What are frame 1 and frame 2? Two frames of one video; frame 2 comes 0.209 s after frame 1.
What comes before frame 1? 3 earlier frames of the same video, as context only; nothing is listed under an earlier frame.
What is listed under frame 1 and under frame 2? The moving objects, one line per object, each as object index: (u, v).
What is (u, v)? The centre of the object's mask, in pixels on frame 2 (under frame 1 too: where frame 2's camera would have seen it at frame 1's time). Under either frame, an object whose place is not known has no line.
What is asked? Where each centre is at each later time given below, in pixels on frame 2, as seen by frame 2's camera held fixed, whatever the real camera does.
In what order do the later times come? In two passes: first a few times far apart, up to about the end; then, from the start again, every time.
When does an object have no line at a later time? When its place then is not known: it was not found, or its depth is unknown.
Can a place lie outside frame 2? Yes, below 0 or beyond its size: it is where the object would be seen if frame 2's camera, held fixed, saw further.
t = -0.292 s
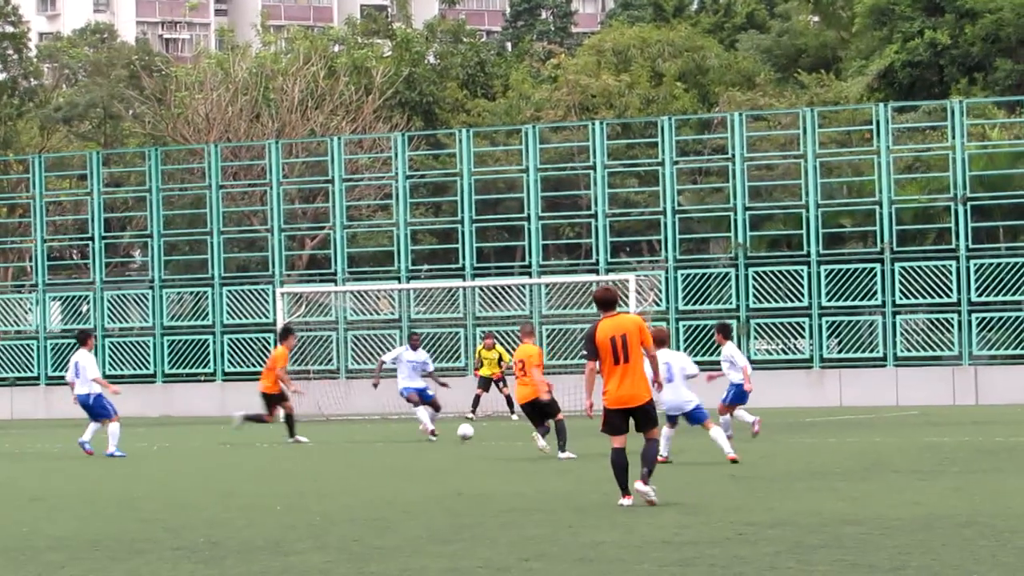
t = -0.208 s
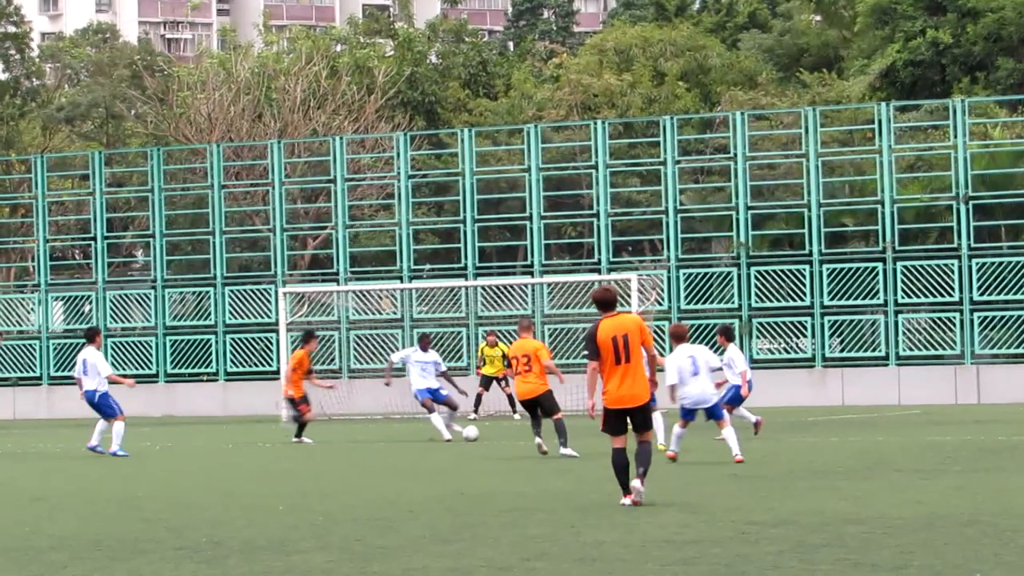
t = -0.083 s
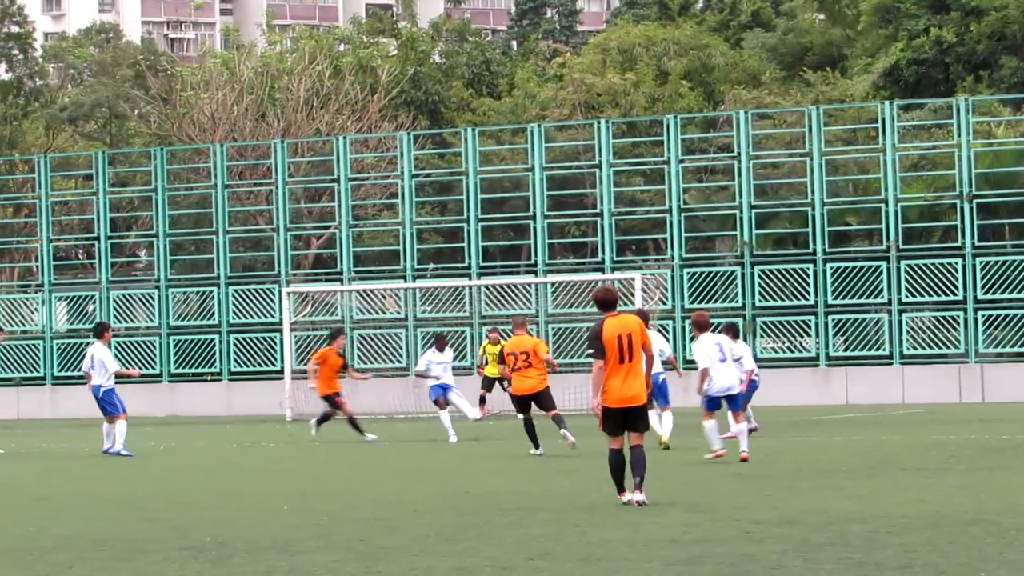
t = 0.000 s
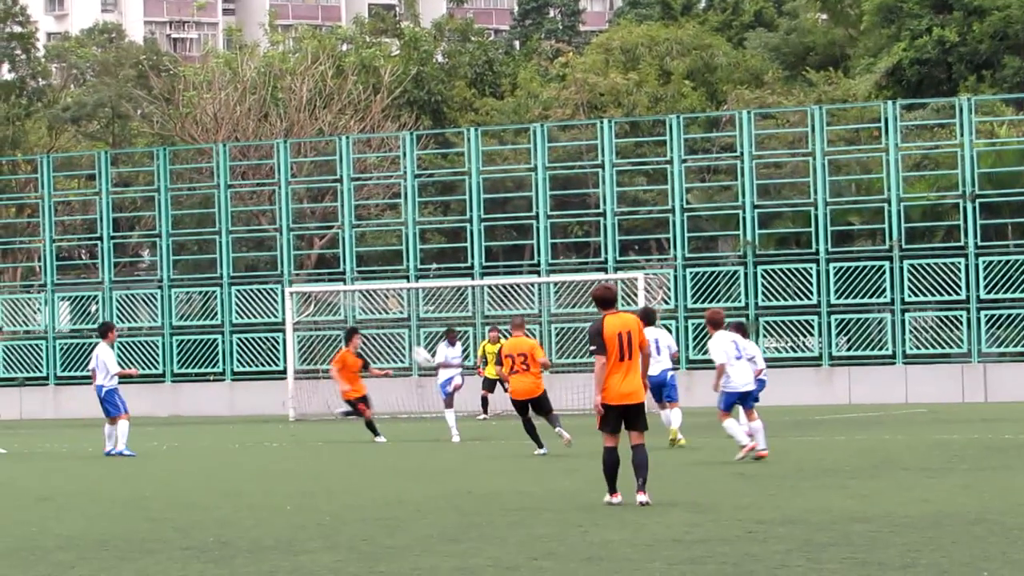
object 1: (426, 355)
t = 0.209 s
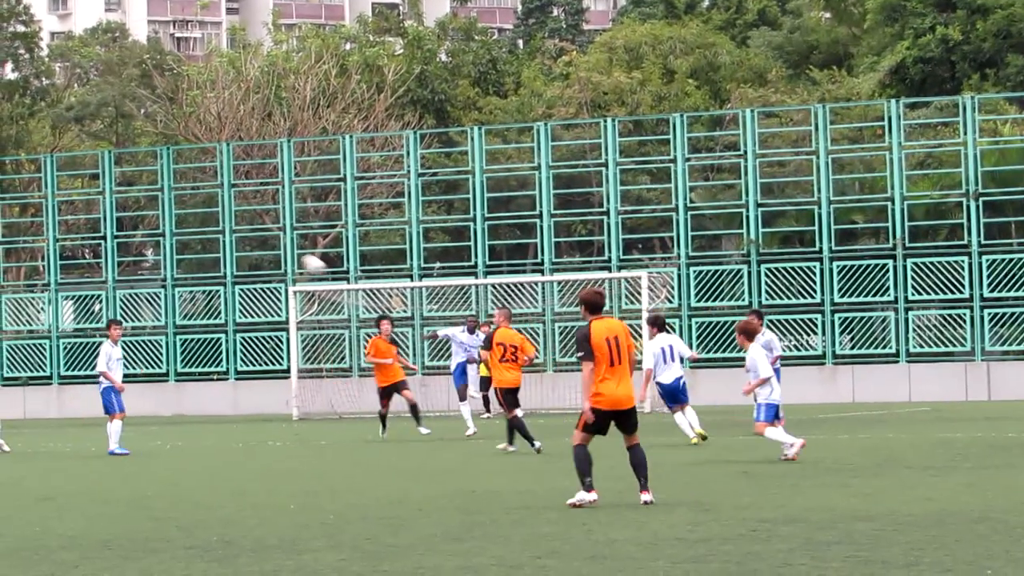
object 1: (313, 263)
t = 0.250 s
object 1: (288, 249)
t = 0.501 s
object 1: (118, 183)
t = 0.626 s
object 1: (16, 167)
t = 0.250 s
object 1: (288, 249)
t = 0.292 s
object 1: (262, 235)
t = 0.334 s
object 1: (236, 223)
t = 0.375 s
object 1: (207, 210)
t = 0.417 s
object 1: (179, 200)
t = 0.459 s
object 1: (148, 190)
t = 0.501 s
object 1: (118, 183)
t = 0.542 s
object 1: (87, 177)
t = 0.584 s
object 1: (53, 173)
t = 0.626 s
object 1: (16, 167)
